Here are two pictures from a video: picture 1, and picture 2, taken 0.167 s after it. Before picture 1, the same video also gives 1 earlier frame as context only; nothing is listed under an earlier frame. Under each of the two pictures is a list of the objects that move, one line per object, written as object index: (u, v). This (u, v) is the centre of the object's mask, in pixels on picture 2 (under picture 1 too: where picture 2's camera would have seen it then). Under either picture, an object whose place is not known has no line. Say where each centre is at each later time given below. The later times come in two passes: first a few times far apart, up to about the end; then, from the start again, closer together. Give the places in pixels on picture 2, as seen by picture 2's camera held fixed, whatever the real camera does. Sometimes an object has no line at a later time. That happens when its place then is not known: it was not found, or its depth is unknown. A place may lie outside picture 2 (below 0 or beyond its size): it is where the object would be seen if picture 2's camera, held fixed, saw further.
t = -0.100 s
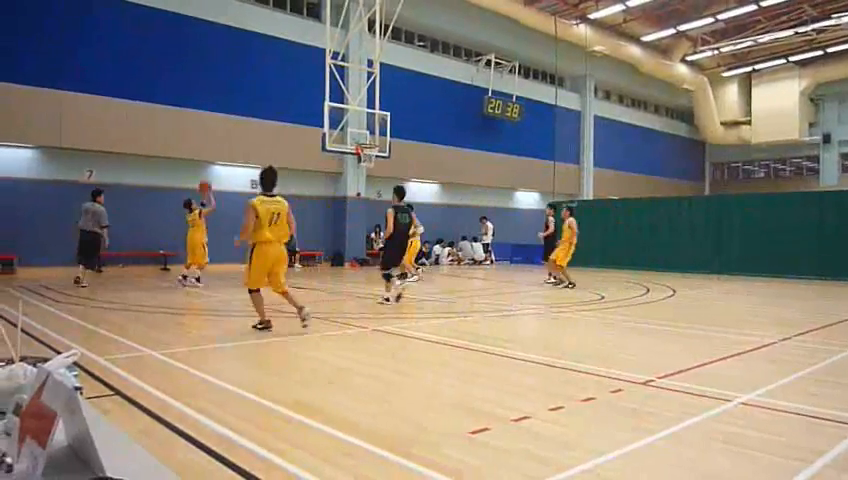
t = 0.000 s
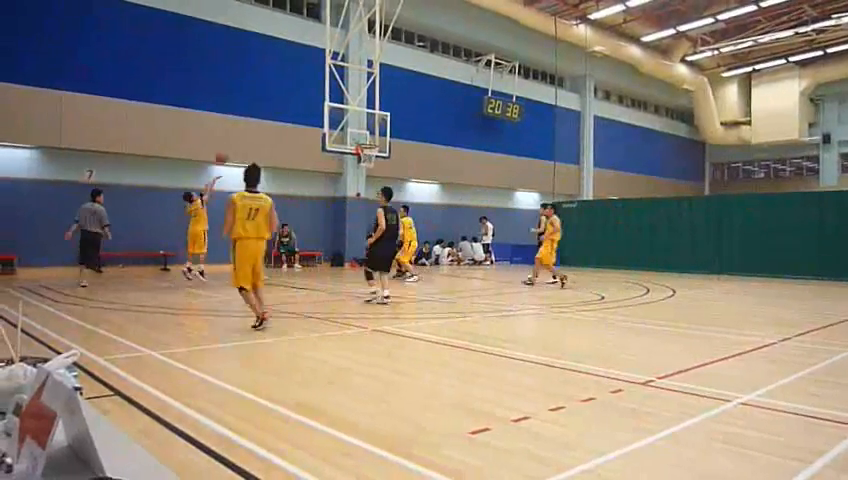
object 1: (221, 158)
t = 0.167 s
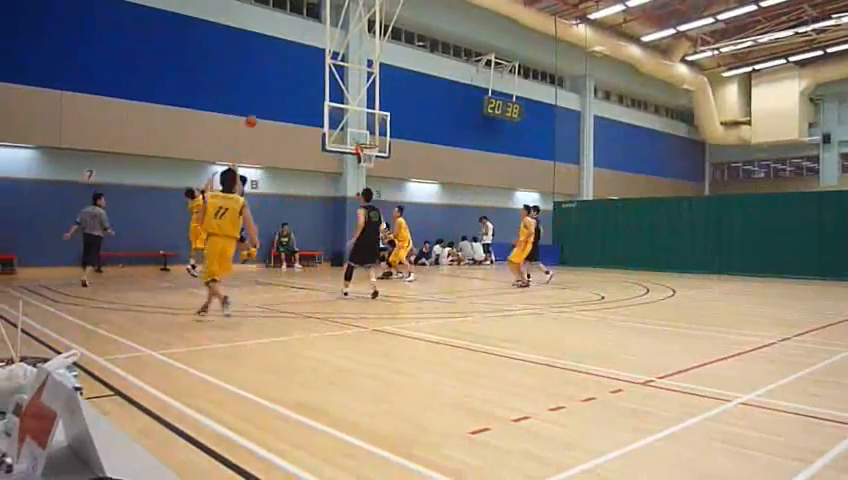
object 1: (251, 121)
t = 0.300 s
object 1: (274, 104)
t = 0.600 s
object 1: (318, 97)
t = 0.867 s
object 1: (354, 122)
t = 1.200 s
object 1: (360, 159)
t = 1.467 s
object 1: (363, 185)
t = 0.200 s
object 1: (257, 116)
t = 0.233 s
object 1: (262, 111)
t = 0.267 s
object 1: (268, 107)
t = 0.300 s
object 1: (274, 104)
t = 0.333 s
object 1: (279, 102)
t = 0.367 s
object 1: (284, 99)
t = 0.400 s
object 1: (289, 98)
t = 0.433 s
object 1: (294, 96)
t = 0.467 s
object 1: (298, 95)
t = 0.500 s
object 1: (304, 95)
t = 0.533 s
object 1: (309, 95)
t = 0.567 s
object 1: (314, 96)
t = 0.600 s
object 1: (318, 97)
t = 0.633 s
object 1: (322, 99)
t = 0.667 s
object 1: (328, 101)
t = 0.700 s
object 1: (332, 104)
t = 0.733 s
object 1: (336, 107)
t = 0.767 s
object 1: (339, 111)
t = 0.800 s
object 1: (343, 114)
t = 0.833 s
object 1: (349, 119)
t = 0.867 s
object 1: (354, 122)
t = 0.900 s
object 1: (358, 128)
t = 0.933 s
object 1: (362, 135)
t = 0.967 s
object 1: (365, 140)
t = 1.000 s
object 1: (369, 145)
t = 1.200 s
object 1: (360, 159)
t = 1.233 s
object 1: (360, 160)
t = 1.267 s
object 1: (360, 161)
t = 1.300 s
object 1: (361, 163)
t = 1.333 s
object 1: (361, 166)
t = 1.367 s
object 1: (363, 170)
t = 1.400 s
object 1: (363, 174)
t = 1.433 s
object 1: (363, 180)
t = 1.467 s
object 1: (363, 185)
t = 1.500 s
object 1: (364, 190)
